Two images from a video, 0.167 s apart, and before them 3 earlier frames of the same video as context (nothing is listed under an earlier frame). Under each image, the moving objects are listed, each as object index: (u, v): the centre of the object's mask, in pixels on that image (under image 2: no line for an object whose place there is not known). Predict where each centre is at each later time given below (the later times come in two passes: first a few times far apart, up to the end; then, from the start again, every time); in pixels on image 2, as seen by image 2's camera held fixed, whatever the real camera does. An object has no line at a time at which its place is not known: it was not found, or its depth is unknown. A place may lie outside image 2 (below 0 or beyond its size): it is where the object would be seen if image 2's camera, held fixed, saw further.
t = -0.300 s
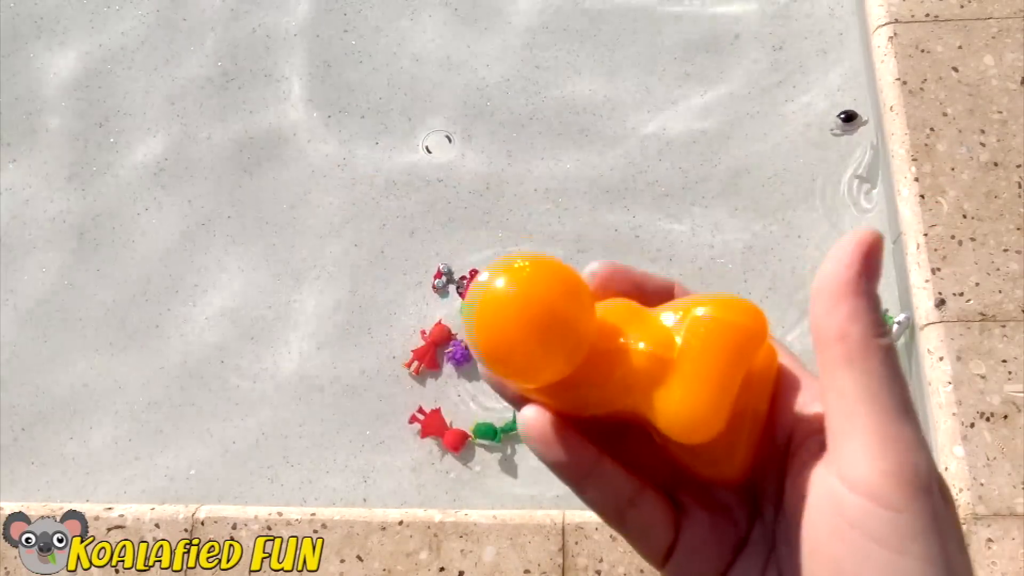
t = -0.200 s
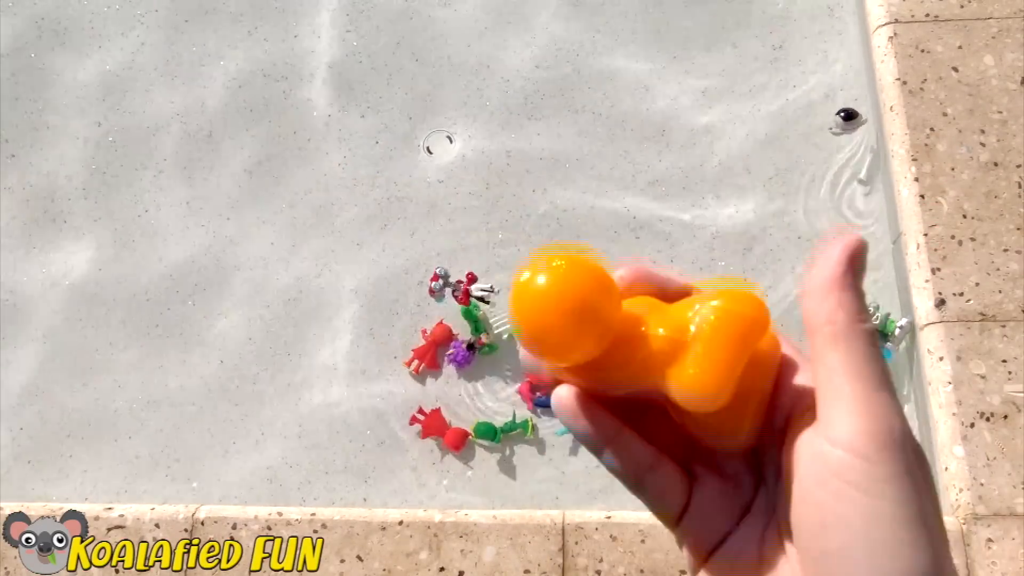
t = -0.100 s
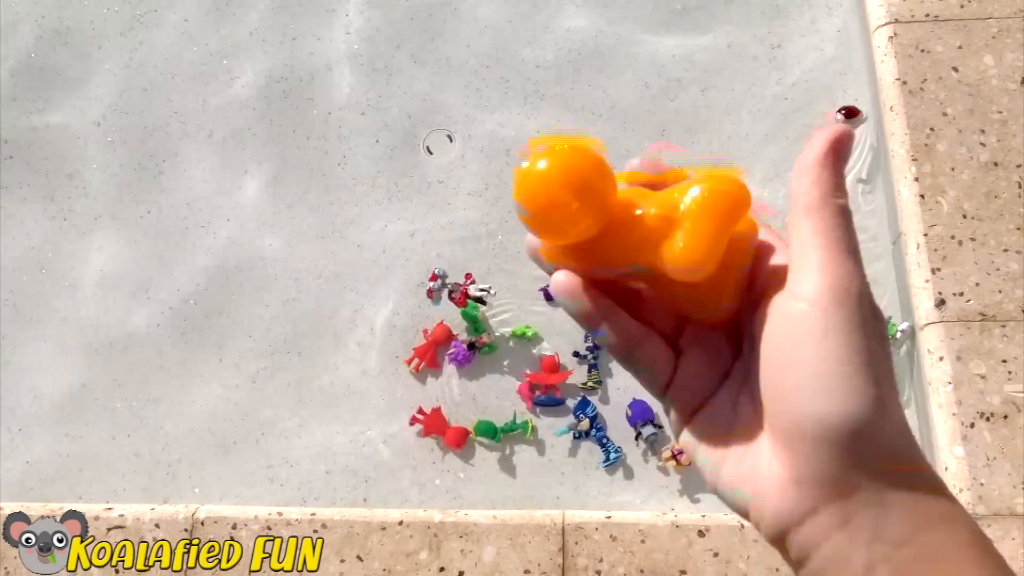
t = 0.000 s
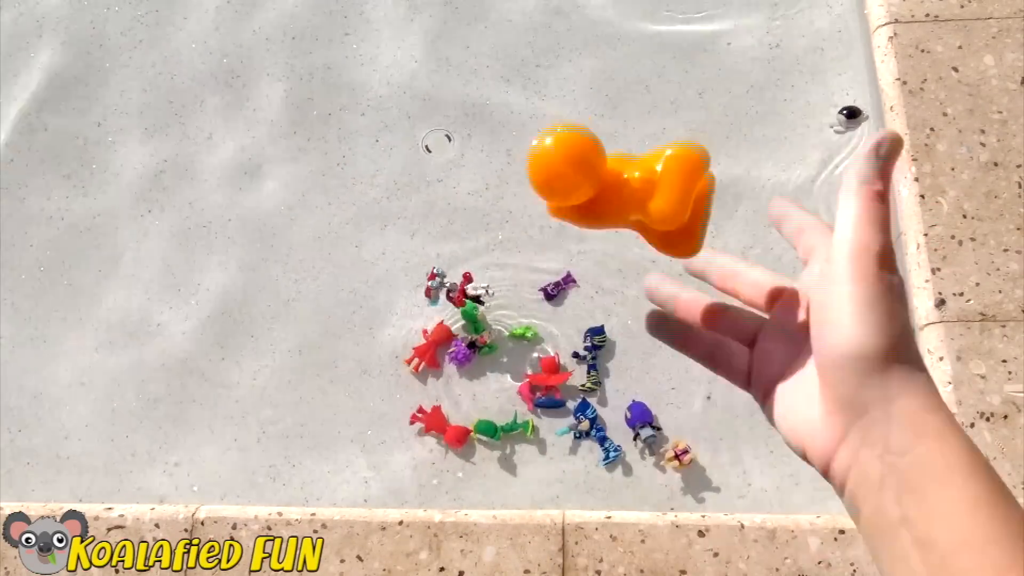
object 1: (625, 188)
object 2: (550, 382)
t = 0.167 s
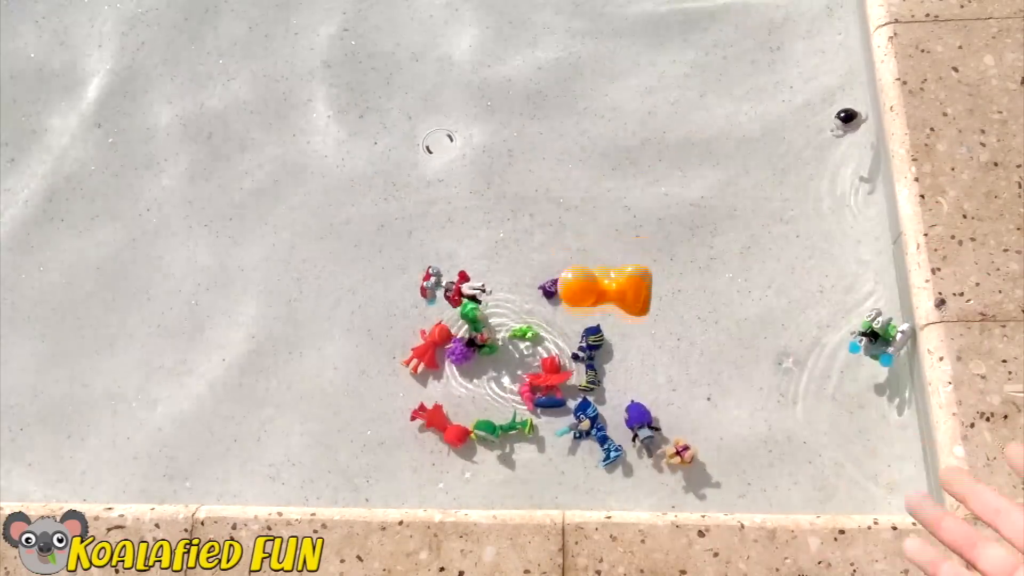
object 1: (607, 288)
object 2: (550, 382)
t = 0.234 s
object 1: (604, 332)
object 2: (549, 381)
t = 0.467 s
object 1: (599, 396)
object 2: (551, 382)
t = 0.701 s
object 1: (604, 399)
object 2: (548, 380)
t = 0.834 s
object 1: (608, 409)
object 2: (550, 374)
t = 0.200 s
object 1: (605, 311)
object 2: (550, 382)
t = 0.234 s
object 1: (604, 332)
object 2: (549, 381)
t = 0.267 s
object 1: (603, 351)
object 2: (549, 382)
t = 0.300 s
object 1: (601, 376)
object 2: (544, 385)
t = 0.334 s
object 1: (600, 388)
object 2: (541, 388)
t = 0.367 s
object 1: (600, 396)
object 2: (541, 390)
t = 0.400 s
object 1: (599, 396)
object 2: (555, 383)
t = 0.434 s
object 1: (598, 396)
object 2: (549, 379)
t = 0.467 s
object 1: (599, 396)
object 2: (551, 382)
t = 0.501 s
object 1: (600, 393)
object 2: (548, 385)
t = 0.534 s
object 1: (599, 387)
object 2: (546, 384)
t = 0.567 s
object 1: (599, 384)
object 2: (546, 388)
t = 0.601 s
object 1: (599, 385)
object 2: (548, 388)
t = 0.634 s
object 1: (600, 387)
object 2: (549, 375)
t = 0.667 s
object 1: (602, 393)
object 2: (554, 374)
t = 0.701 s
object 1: (604, 399)
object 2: (548, 380)
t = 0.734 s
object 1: (605, 403)
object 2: (547, 379)
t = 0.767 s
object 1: (607, 406)
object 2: (555, 378)
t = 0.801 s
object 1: (607, 408)
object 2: (553, 379)
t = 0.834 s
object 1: (608, 409)
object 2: (550, 374)
